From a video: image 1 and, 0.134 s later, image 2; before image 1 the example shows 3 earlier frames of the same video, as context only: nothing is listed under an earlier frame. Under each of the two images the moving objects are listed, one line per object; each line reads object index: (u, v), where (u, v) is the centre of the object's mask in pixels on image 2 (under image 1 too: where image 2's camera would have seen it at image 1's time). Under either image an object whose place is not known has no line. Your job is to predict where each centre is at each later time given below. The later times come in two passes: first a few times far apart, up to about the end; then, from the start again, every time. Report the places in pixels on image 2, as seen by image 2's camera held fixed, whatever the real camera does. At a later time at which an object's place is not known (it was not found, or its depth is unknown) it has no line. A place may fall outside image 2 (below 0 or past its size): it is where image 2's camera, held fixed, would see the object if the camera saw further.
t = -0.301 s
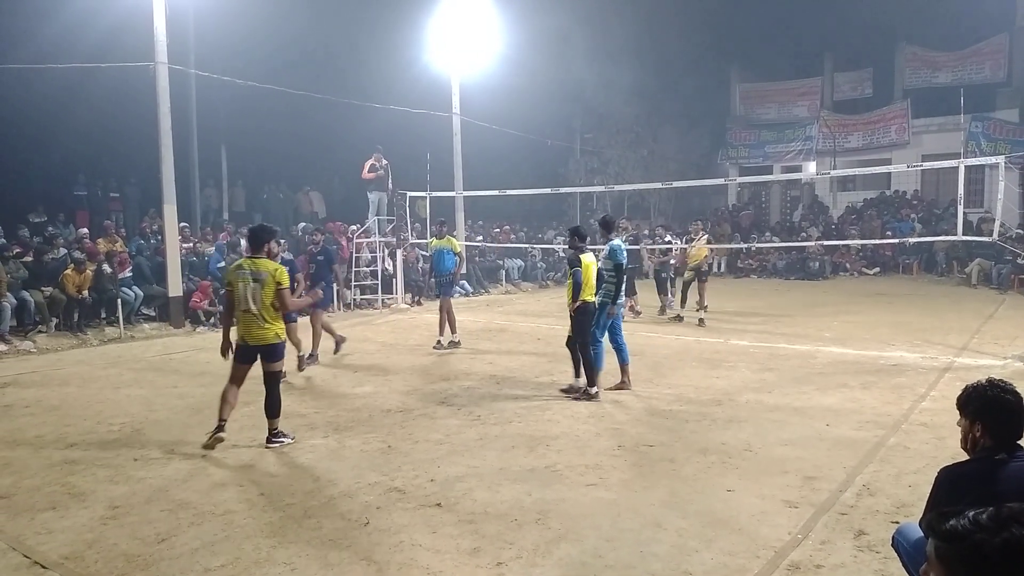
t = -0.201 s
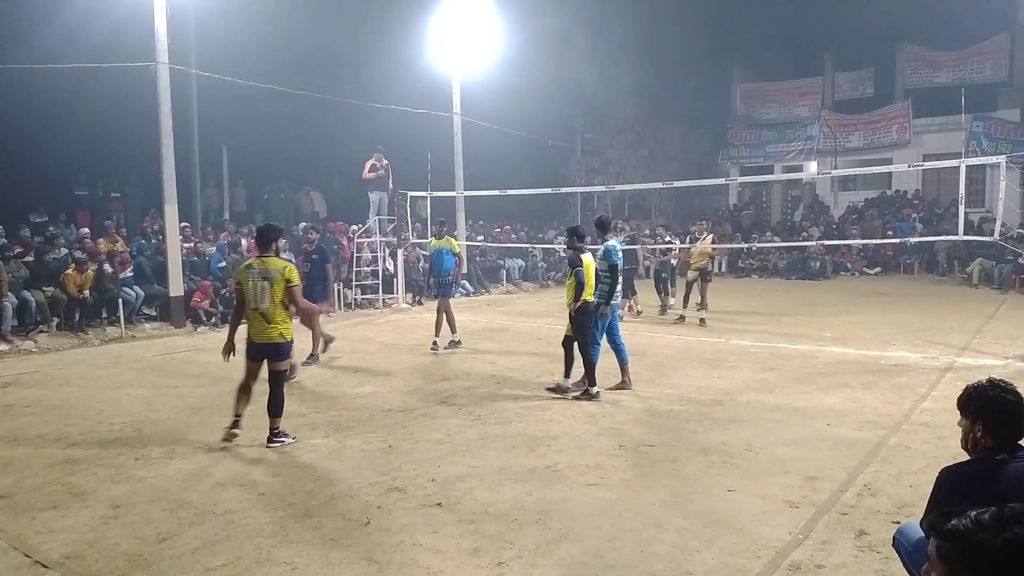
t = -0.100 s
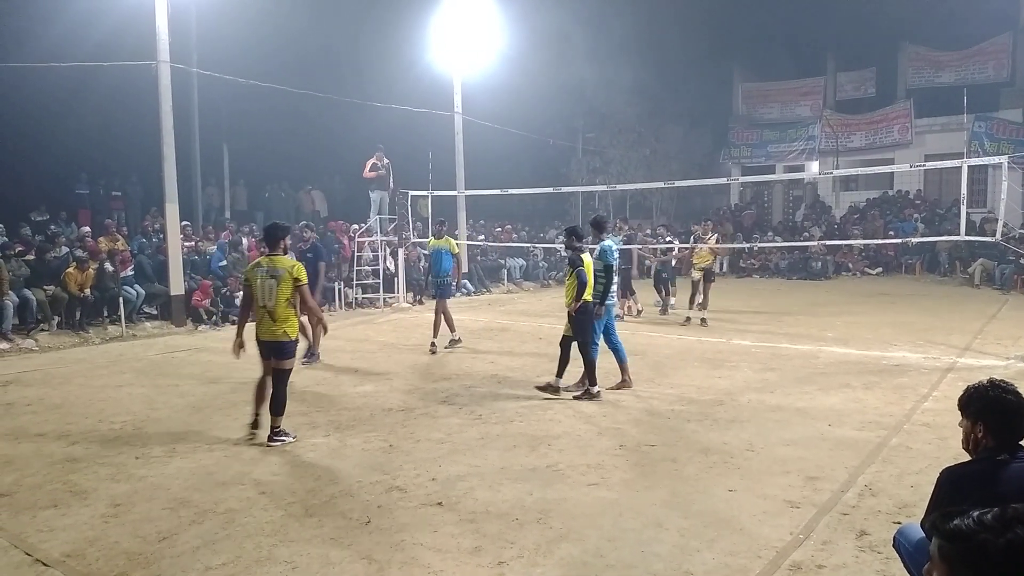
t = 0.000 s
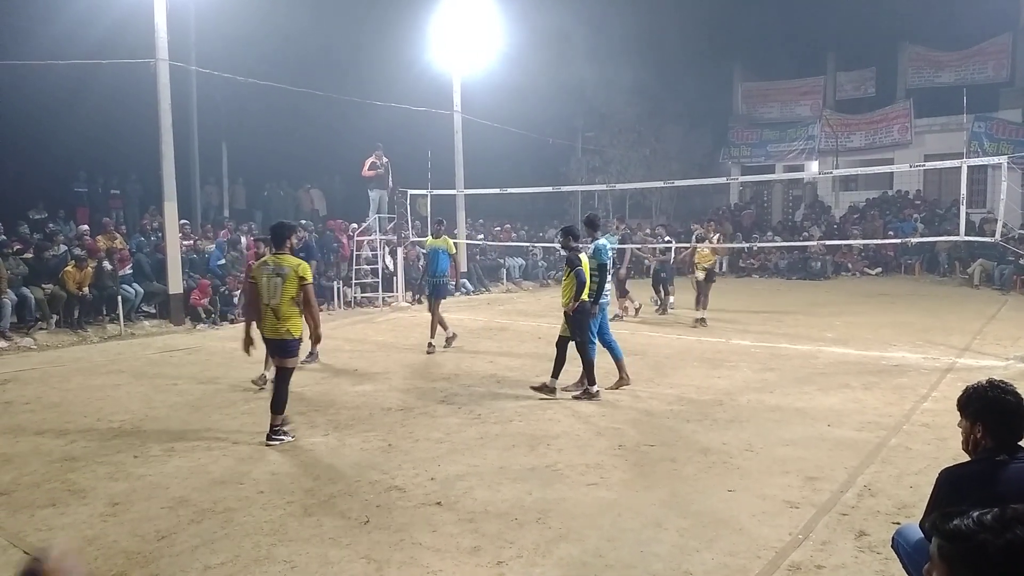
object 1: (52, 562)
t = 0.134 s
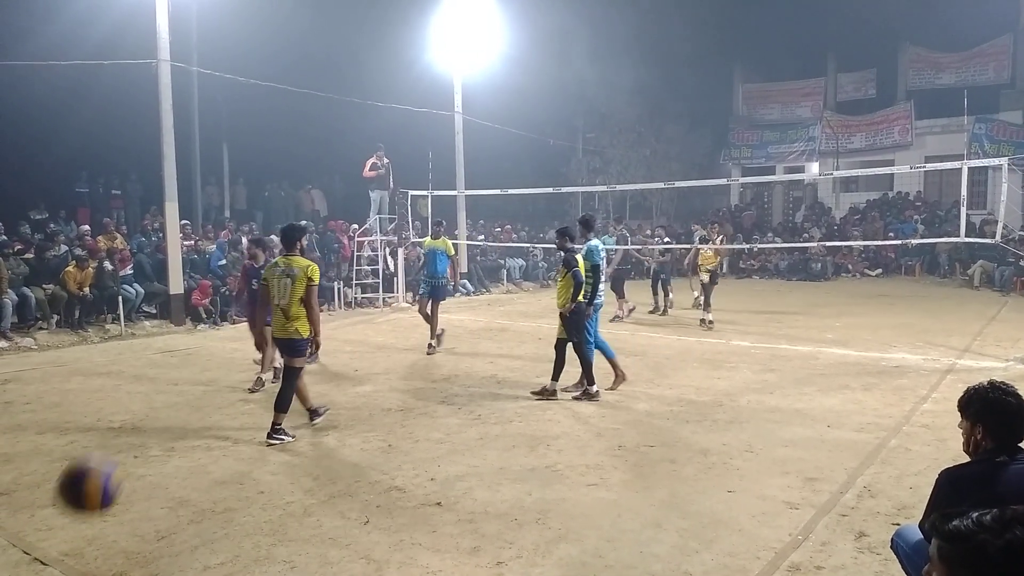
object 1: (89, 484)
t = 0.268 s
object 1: (125, 448)
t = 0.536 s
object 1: (179, 499)
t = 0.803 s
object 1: (224, 451)
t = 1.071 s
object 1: (257, 420)
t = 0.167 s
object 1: (99, 470)
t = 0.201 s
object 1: (108, 459)
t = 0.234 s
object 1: (117, 452)
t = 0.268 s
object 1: (125, 448)
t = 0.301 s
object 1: (133, 447)
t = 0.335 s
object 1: (140, 448)
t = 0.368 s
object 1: (147, 452)
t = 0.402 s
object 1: (154, 459)
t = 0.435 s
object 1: (160, 465)
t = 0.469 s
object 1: (168, 474)
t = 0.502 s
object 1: (174, 488)
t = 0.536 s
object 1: (179, 499)
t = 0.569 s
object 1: (187, 515)
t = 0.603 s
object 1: (193, 533)
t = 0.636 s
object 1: (199, 540)
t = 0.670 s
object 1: (204, 517)
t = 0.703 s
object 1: (209, 498)
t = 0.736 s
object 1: (213, 480)
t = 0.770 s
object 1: (218, 465)
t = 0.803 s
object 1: (224, 451)
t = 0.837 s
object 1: (228, 439)
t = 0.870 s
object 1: (233, 432)
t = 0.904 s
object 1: (238, 425)
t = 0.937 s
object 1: (241, 422)
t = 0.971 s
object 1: (245, 419)
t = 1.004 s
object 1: (250, 418)
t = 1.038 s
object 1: (253, 418)
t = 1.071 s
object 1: (257, 420)
